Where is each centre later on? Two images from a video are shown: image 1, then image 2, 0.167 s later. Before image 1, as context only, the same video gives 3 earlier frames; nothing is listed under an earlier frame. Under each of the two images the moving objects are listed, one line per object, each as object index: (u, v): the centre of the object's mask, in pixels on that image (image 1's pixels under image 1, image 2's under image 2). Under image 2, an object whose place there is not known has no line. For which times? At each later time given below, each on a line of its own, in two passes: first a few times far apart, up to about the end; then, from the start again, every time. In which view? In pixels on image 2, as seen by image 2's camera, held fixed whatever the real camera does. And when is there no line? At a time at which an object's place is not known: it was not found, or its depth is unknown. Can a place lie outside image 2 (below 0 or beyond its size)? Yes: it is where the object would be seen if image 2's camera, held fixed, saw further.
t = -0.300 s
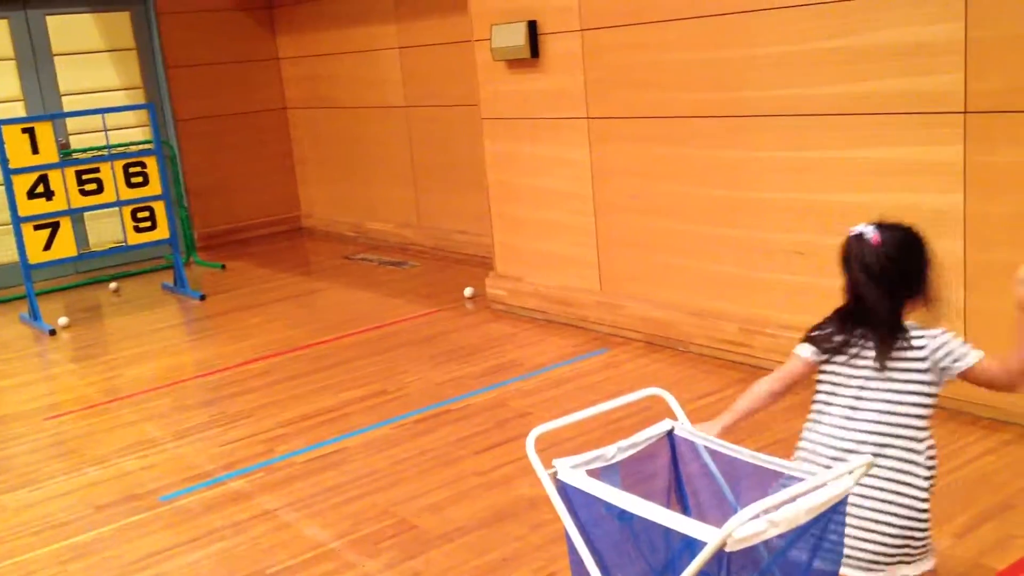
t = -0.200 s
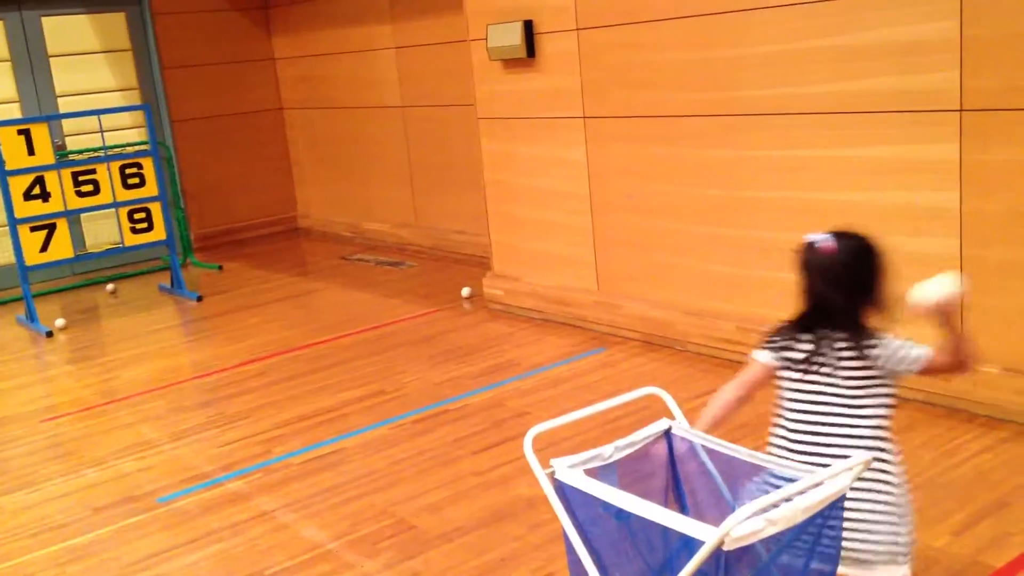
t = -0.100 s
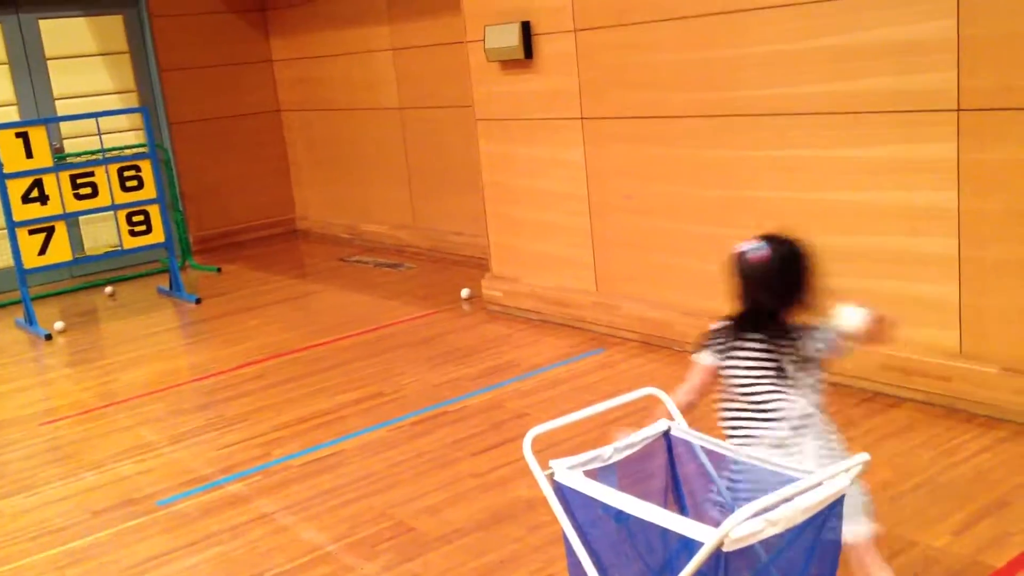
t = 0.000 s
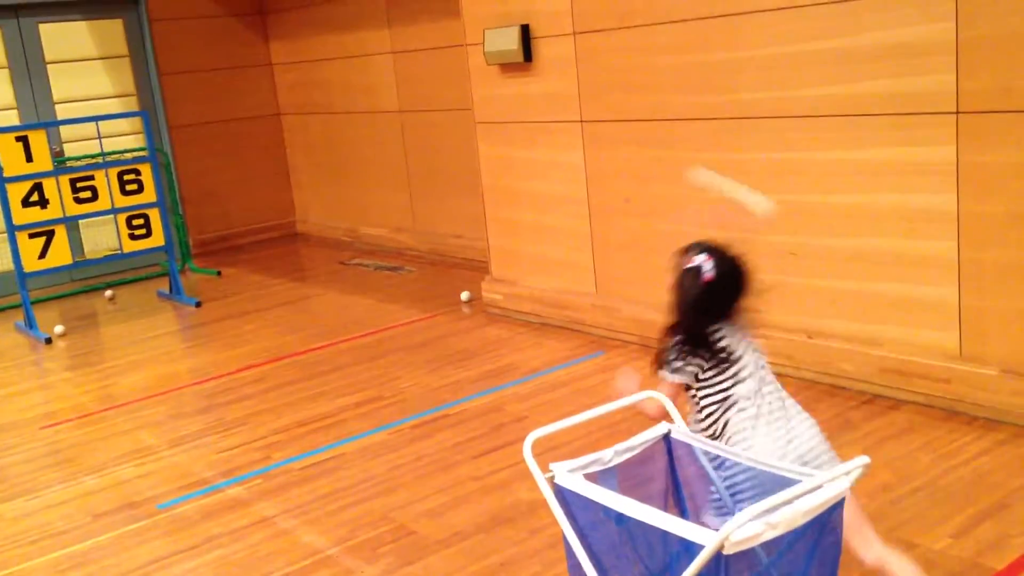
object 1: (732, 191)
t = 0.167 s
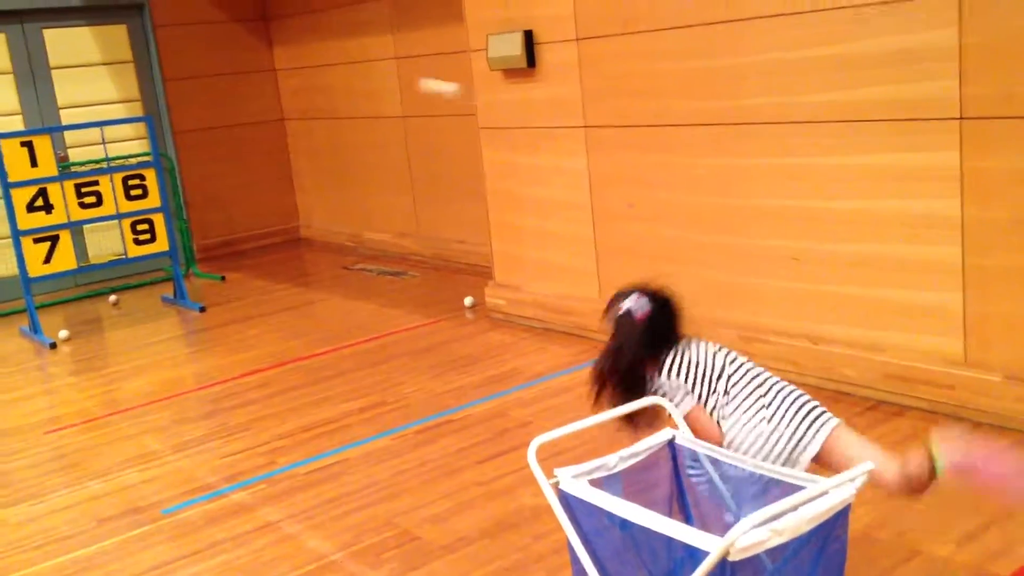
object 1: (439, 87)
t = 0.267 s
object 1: (339, 76)
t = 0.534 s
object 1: (196, 128)
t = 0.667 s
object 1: (166, 173)
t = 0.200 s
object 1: (400, 80)
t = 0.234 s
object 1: (368, 76)
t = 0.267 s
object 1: (339, 76)
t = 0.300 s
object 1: (313, 76)
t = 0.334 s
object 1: (290, 80)
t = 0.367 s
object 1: (270, 86)
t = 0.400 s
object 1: (252, 92)
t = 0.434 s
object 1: (236, 99)
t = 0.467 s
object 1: (221, 108)
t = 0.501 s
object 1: (209, 118)
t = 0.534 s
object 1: (196, 128)
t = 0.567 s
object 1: (186, 140)
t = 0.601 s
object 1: (177, 150)
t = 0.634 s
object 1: (169, 164)
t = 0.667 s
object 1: (166, 173)
